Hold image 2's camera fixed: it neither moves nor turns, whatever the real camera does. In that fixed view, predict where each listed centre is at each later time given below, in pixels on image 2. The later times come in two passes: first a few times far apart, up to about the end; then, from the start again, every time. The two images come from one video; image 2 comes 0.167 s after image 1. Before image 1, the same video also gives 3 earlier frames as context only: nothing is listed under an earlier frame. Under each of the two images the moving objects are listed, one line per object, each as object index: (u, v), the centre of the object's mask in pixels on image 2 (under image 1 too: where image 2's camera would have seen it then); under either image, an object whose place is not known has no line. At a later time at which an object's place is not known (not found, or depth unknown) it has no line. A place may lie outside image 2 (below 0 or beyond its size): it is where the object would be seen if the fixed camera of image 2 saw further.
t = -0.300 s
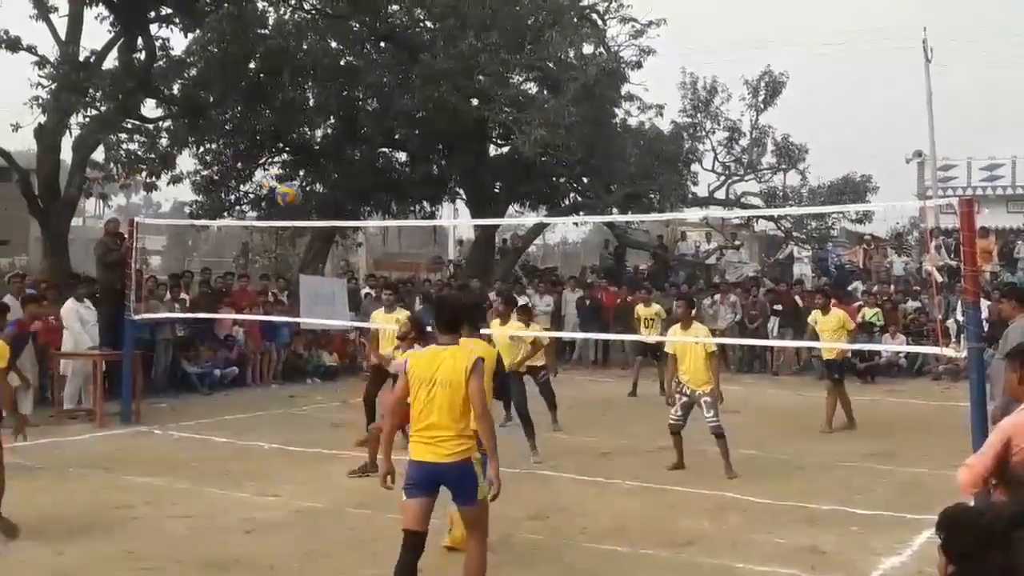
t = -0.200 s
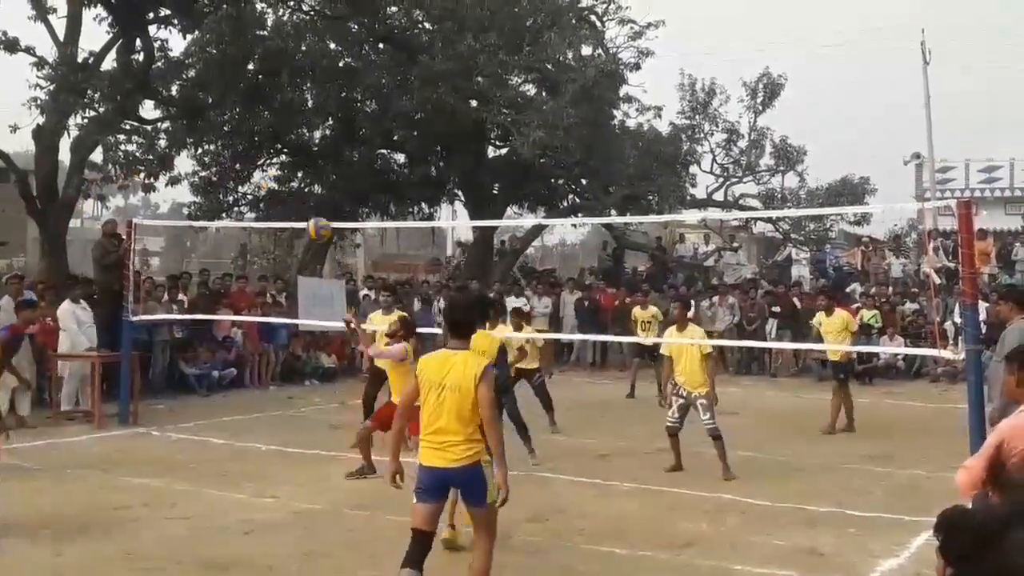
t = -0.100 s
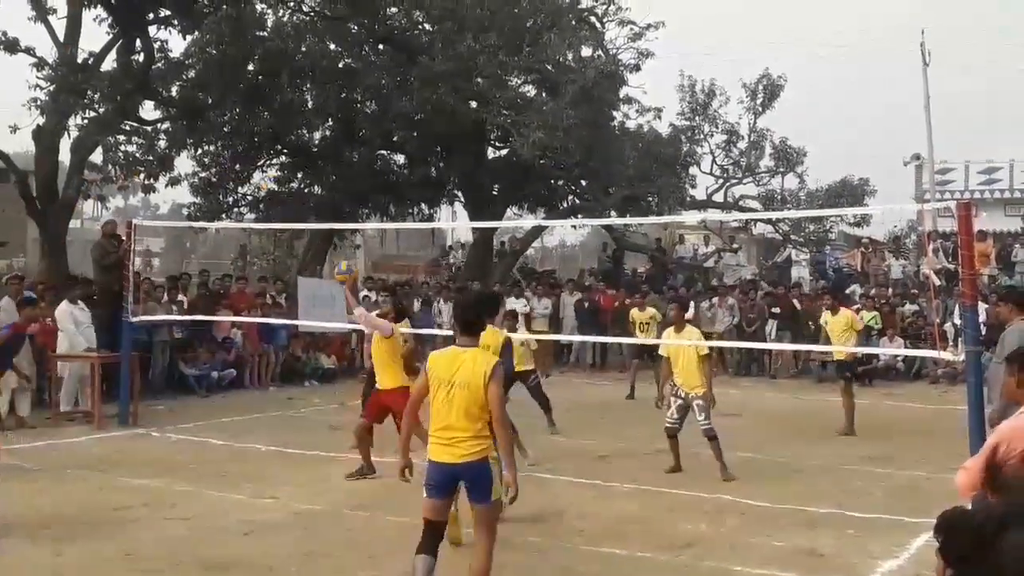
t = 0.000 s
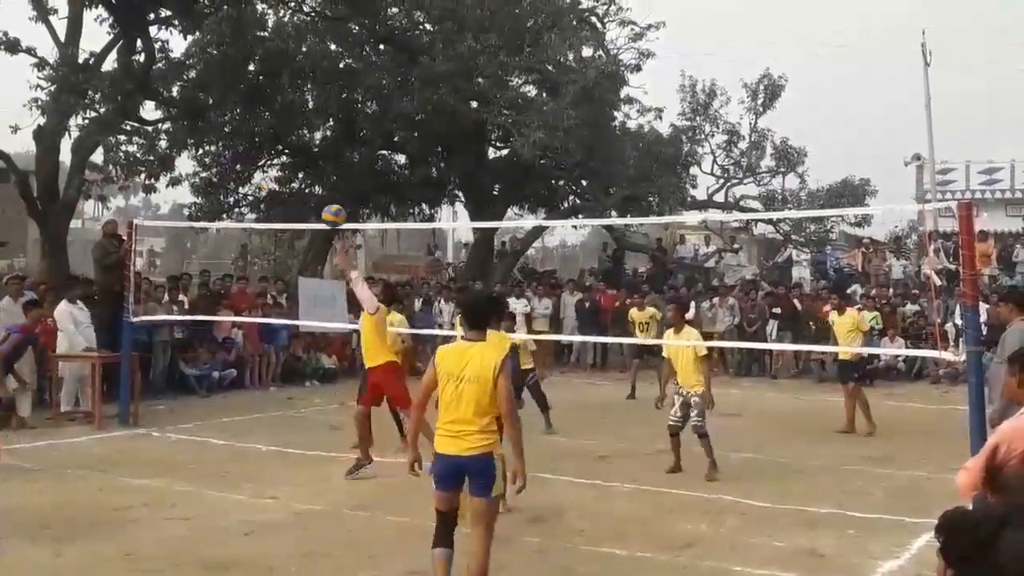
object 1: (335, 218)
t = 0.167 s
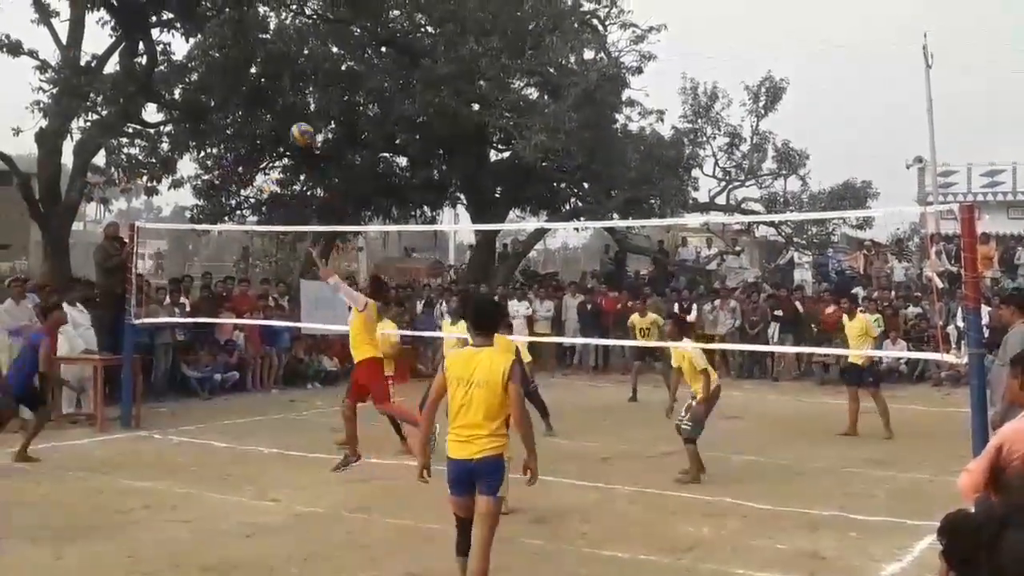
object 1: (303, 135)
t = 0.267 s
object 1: (282, 99)
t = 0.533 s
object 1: (233, 60)
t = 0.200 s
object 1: (295, 121)
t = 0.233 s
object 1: (289, 110)
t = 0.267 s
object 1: (282, 99)
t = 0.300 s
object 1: (276, 90)
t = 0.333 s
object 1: (270, 83)
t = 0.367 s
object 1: (263, 76)
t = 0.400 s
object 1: (258, 71)
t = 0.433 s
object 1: (251, 67)
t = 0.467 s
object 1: (245, 64)
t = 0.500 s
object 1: (239, 62)
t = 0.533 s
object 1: (233, 60)
